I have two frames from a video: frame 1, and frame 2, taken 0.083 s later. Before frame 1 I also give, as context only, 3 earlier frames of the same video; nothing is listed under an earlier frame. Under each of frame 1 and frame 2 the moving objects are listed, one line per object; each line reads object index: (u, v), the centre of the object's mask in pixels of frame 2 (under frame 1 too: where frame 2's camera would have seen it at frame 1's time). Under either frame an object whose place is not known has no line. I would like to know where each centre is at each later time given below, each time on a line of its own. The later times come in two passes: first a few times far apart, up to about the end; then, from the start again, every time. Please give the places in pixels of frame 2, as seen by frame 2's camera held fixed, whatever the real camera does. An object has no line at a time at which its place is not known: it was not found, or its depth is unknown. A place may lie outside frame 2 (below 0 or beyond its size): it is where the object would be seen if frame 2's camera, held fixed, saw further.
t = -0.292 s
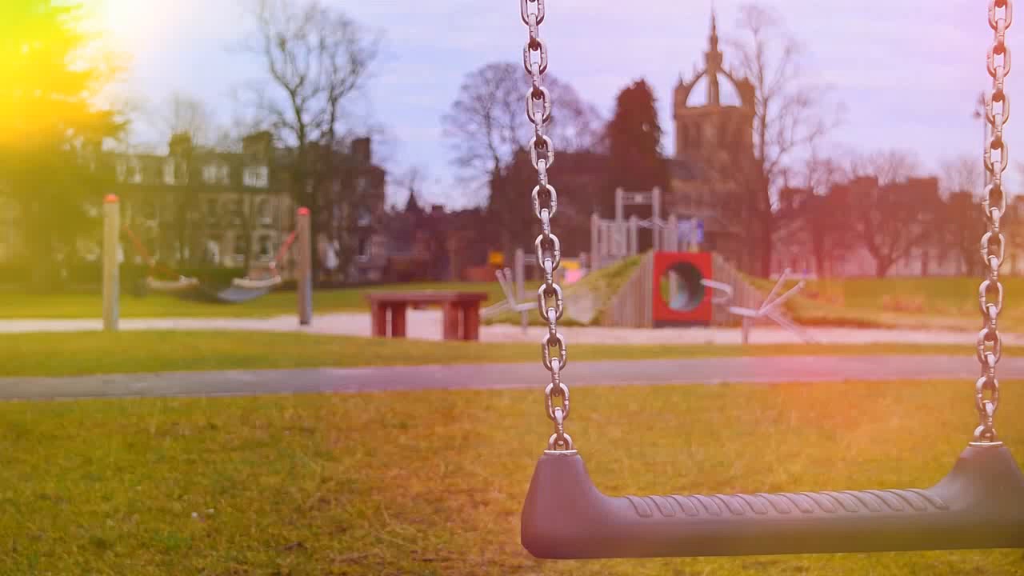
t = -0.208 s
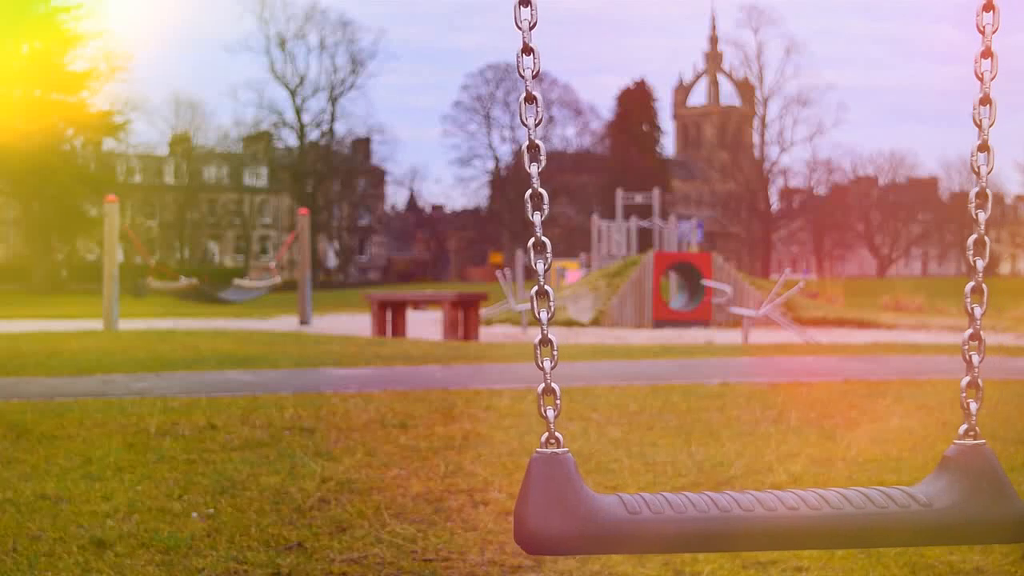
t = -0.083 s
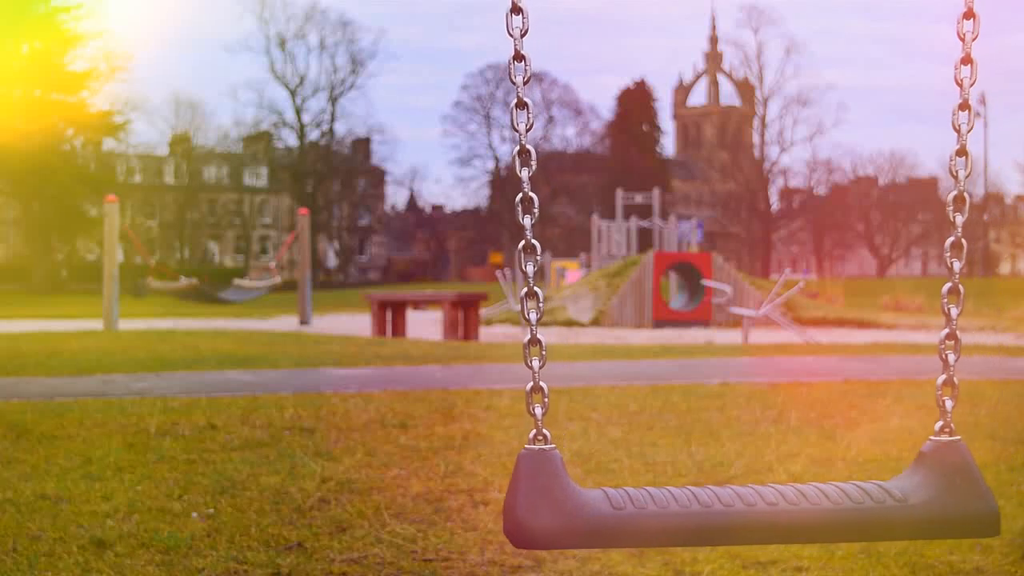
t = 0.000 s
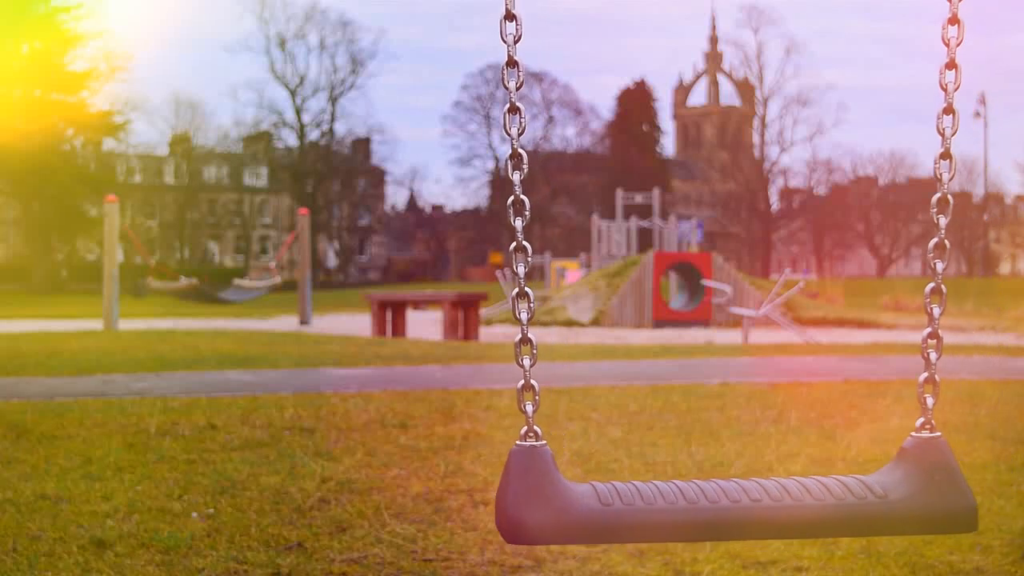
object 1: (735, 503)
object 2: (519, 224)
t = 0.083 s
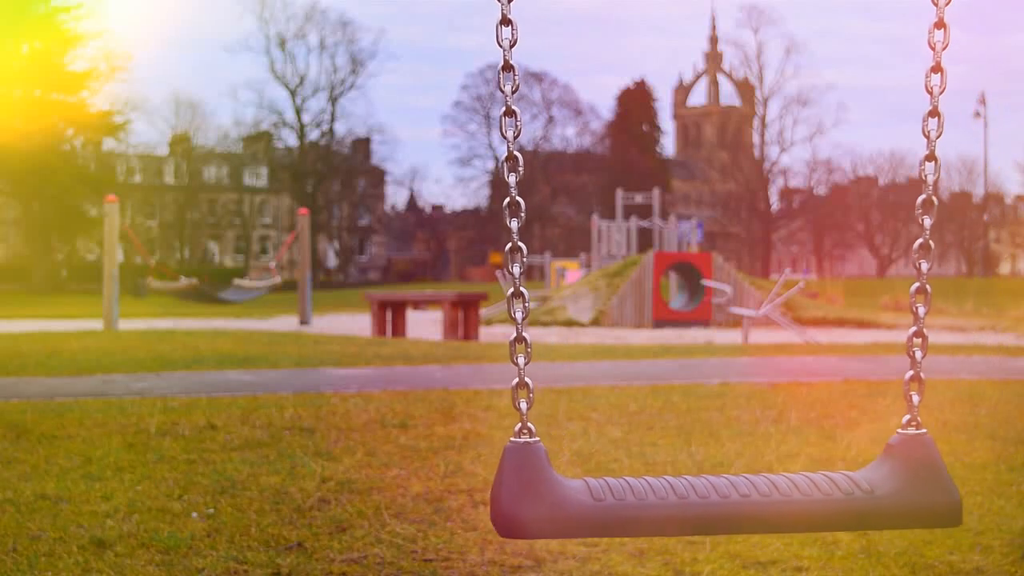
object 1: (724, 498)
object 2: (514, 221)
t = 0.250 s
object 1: (708, 489)
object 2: (506, 218)
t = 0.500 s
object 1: (695, 478)
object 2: (501, 212)
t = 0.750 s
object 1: (696, 476)
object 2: (505, 211)
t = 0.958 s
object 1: (711, 480)
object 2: (516, 214)
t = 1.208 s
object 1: (739, 491)
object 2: (533, 219)
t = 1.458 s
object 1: (775, 505)
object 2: (552, 224)
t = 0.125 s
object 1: (721, 496)
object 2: (512, 222)
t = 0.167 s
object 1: (716, 493)
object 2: (510, 218)
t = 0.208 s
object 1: (712, 491)
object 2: (508, 218)
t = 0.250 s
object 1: (708, 489)
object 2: (506, 218)
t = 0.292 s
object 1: (705, 488)
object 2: (504, 216)
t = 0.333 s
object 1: (702, 486)
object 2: (503, 216)
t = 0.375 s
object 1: (700, 484)
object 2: (502, 215)
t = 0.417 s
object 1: (698, 482)
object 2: (502, 213)
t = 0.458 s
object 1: (696, 480)
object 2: (501, 213)
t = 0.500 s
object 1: (695, 478)
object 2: (501, 212)
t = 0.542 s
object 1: (694, 476)
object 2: (501, 212)
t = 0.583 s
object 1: (694, 476)
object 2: (501, 212)
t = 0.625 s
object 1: (694, 476)
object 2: (502, 212)
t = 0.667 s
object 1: (694, 476)
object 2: (503, 212)
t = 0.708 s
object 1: (695, 476)
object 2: (503, 211)
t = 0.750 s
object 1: (696, 476)
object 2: (505, 211)
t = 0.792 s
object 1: (698, 476)
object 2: (507, 212)
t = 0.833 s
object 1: (700, 476)
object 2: (508, 213)
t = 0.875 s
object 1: (703, 477)
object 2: (510, 214)
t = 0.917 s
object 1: (706, 478)
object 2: (512, 213)
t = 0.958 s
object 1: (711, 480)
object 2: (516, 214)
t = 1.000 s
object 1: (715, 482)
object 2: (519, 214)
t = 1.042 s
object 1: (720, 484)
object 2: (521, 214)
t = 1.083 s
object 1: (724, 485)
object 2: (524, 215)
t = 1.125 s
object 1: (729, 487)
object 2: (526, 218)
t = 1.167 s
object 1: (734, 489)
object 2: (529, 217)
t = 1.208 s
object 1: (739, 491)
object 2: (533, 219)
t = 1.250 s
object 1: (744, 494)
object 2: (536, 220)
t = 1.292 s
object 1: (750, 496)
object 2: (540, 222)
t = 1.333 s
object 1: (755, 498)
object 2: (542, 223)
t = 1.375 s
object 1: (761, 500)
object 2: (546, 223)
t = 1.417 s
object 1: (767, 502)
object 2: (549, 224)
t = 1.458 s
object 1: (775, 505)
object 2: (552, 224)
